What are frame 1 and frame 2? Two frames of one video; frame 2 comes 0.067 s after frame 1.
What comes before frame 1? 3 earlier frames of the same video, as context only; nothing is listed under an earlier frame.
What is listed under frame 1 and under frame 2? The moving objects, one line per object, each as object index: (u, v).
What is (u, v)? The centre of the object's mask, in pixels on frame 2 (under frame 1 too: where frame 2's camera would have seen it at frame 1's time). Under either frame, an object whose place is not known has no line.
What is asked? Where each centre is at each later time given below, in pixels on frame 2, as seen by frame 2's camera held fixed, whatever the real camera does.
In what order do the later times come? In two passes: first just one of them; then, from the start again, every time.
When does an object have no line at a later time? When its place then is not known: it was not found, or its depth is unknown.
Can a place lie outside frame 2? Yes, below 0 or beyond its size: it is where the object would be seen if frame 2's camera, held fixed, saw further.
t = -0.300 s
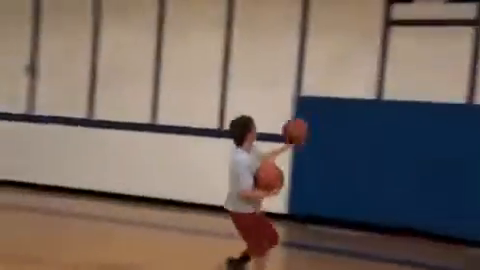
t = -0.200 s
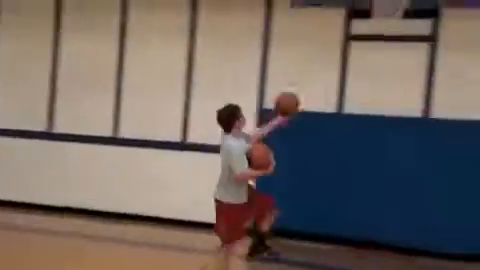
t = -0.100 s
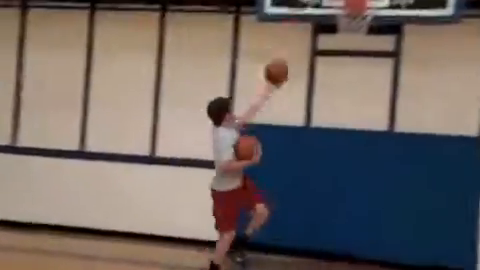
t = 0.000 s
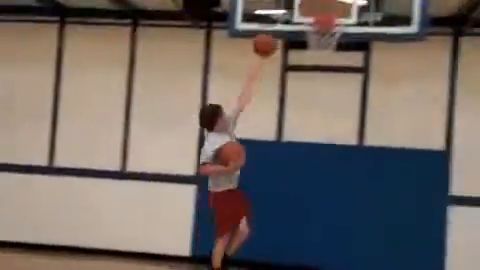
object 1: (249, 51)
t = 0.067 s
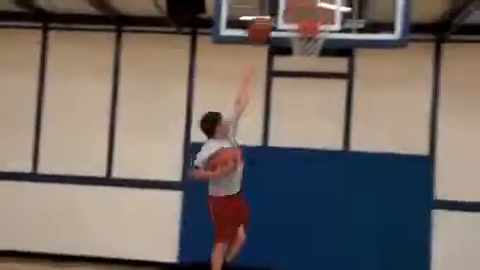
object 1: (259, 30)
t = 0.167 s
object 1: (271, 6)
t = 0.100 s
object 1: (265, 19)
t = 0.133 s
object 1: (269, 13)
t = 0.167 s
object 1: (271, 6)
